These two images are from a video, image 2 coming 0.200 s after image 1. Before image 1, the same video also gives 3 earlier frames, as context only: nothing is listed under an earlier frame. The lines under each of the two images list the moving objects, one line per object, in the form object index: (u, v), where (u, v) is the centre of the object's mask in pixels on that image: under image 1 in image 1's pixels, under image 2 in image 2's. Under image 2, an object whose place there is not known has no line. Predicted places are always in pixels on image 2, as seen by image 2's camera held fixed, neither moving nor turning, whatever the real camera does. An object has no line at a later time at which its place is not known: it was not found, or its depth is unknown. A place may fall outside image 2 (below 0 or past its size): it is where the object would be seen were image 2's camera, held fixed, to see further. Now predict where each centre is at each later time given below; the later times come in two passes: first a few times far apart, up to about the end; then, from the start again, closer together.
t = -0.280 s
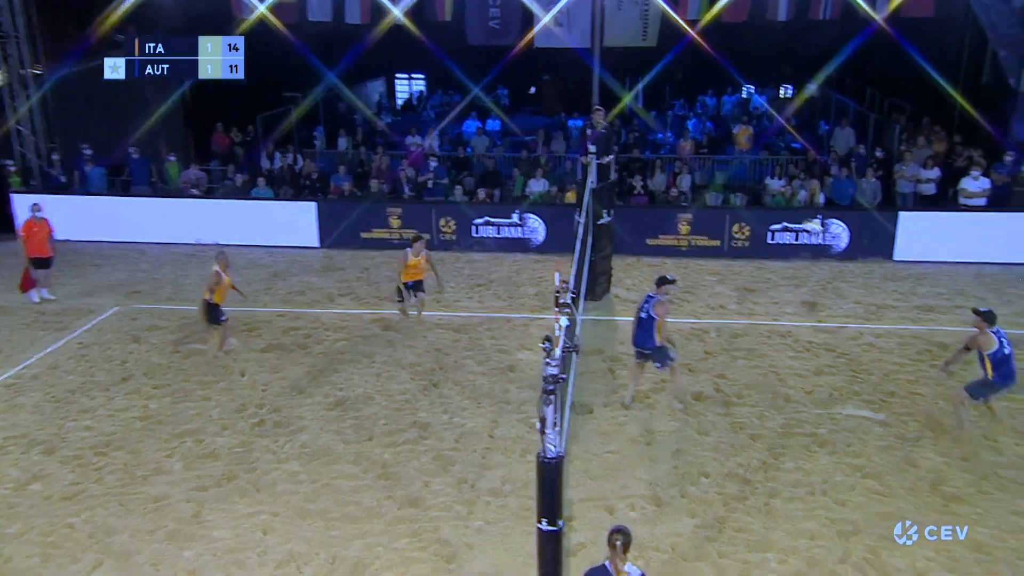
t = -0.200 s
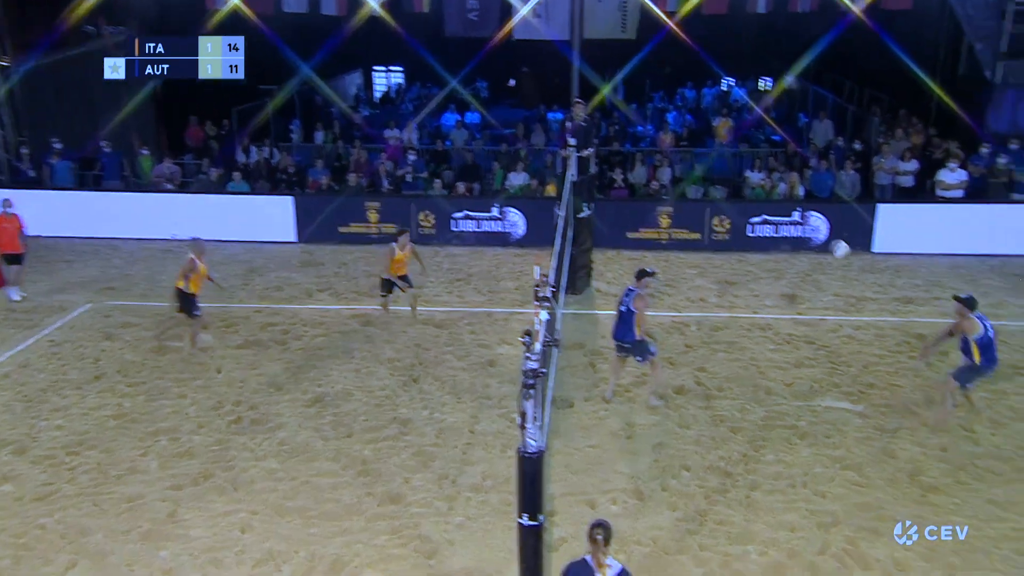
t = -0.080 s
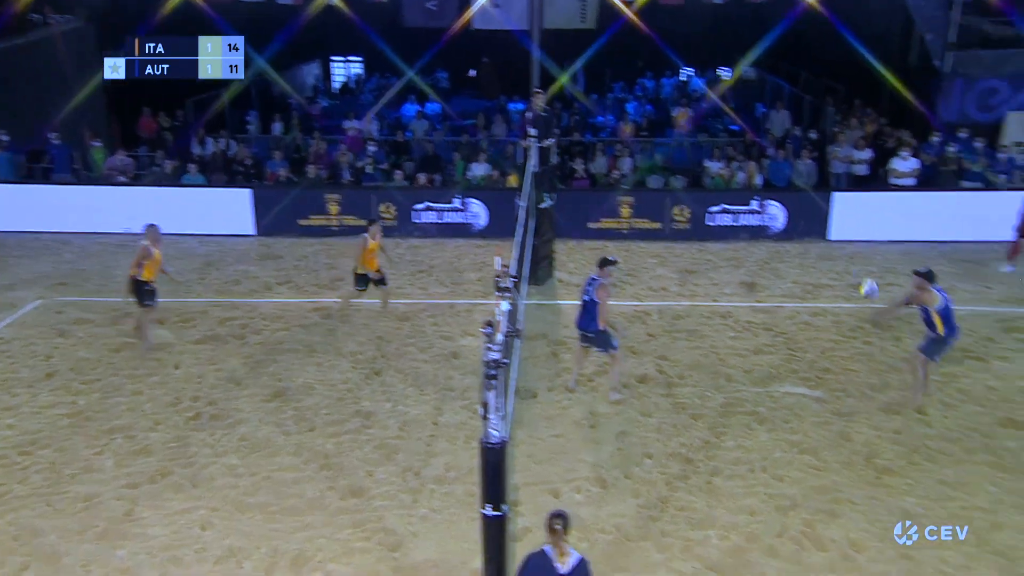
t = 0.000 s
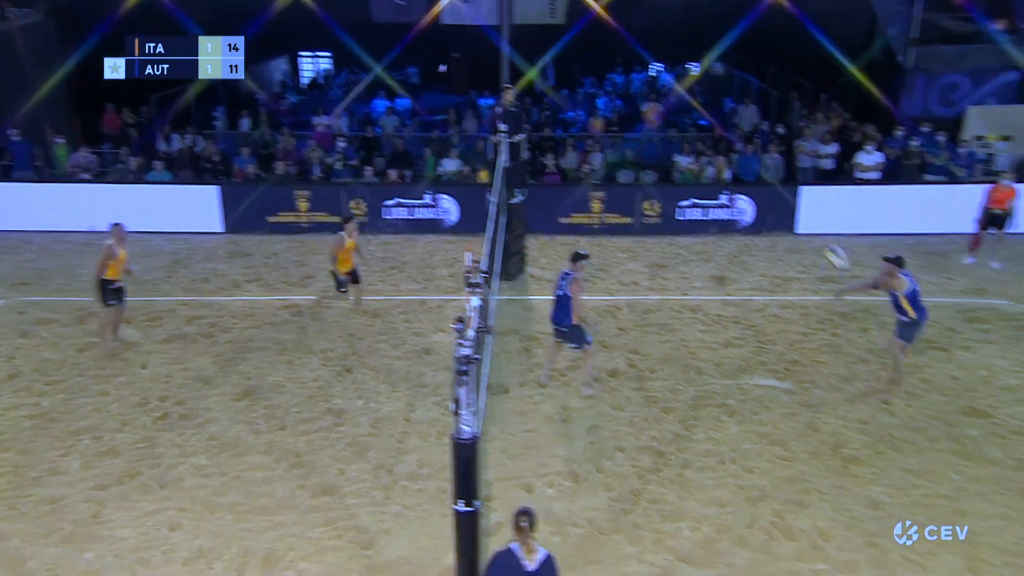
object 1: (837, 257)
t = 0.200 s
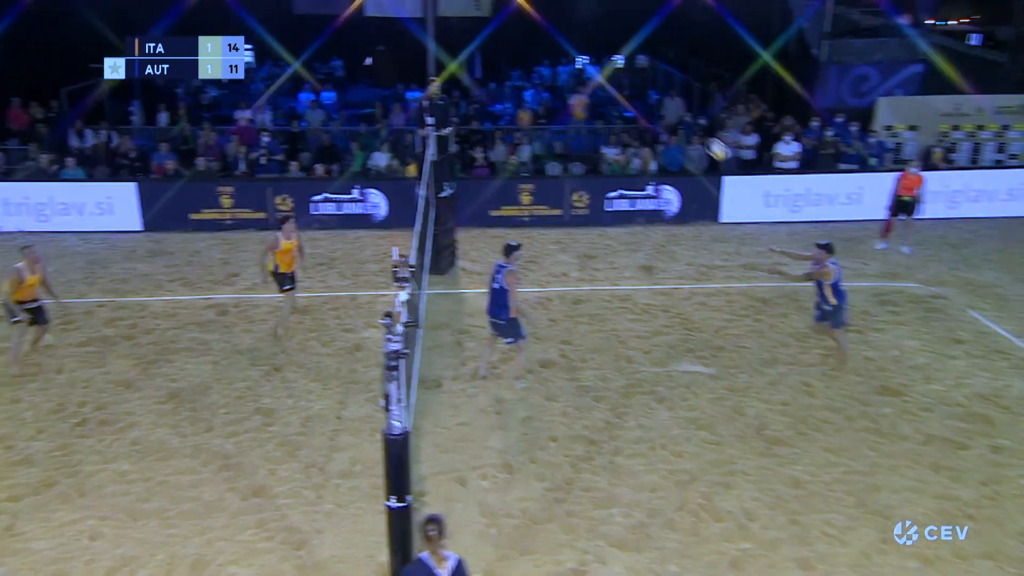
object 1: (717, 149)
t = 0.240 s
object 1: (706, 133)
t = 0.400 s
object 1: (668, 85)
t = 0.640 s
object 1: (609, 52)
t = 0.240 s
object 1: (706, 133)
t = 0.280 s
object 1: (697, 120)
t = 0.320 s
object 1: (688, 108)
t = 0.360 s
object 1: (677, 95)
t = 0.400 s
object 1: (668, 85)
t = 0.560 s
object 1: (629, 59)
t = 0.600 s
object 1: (619, 54)
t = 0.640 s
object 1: (609, 52)
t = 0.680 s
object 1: (599, 50)
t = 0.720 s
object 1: (590, 50)
